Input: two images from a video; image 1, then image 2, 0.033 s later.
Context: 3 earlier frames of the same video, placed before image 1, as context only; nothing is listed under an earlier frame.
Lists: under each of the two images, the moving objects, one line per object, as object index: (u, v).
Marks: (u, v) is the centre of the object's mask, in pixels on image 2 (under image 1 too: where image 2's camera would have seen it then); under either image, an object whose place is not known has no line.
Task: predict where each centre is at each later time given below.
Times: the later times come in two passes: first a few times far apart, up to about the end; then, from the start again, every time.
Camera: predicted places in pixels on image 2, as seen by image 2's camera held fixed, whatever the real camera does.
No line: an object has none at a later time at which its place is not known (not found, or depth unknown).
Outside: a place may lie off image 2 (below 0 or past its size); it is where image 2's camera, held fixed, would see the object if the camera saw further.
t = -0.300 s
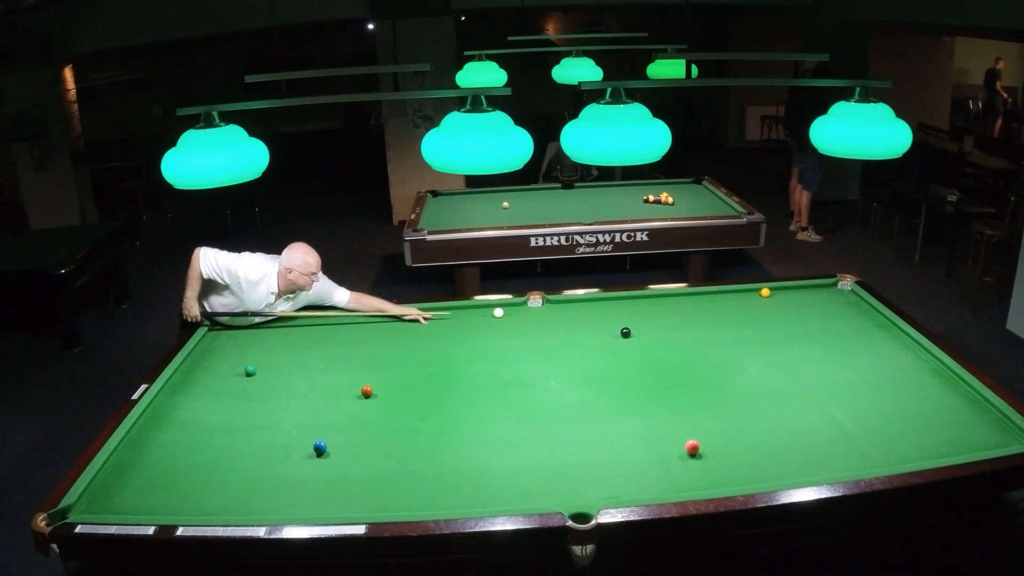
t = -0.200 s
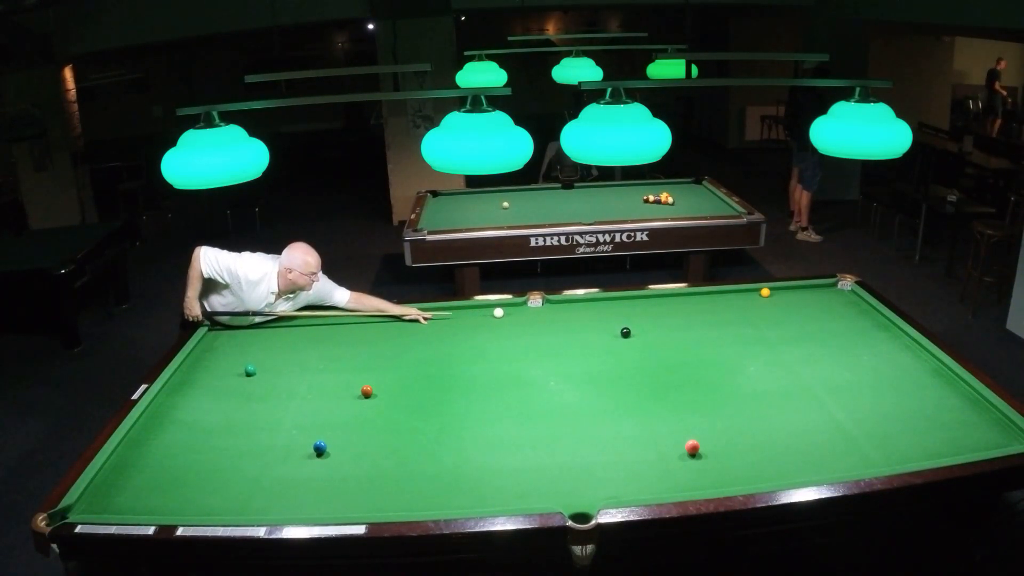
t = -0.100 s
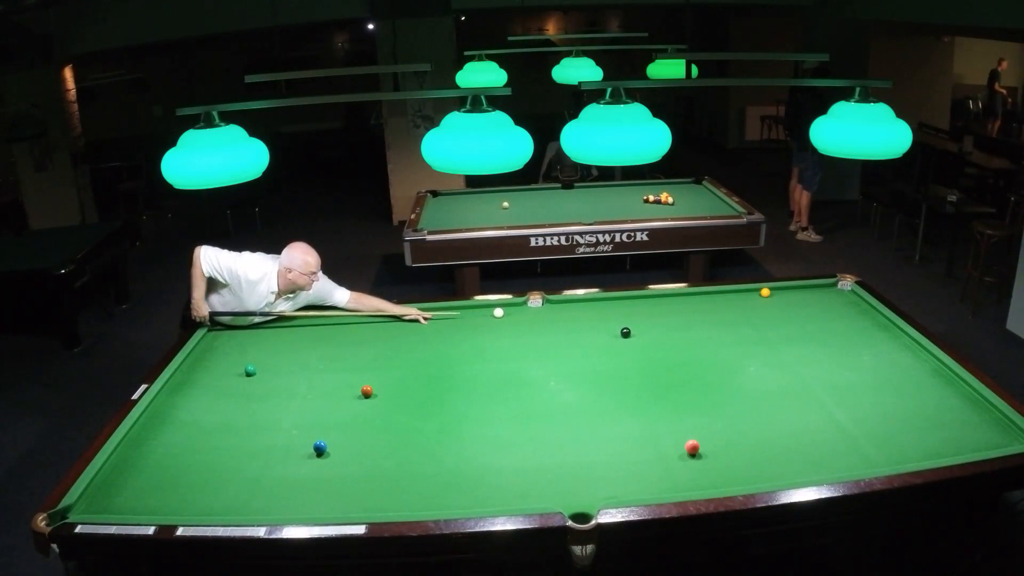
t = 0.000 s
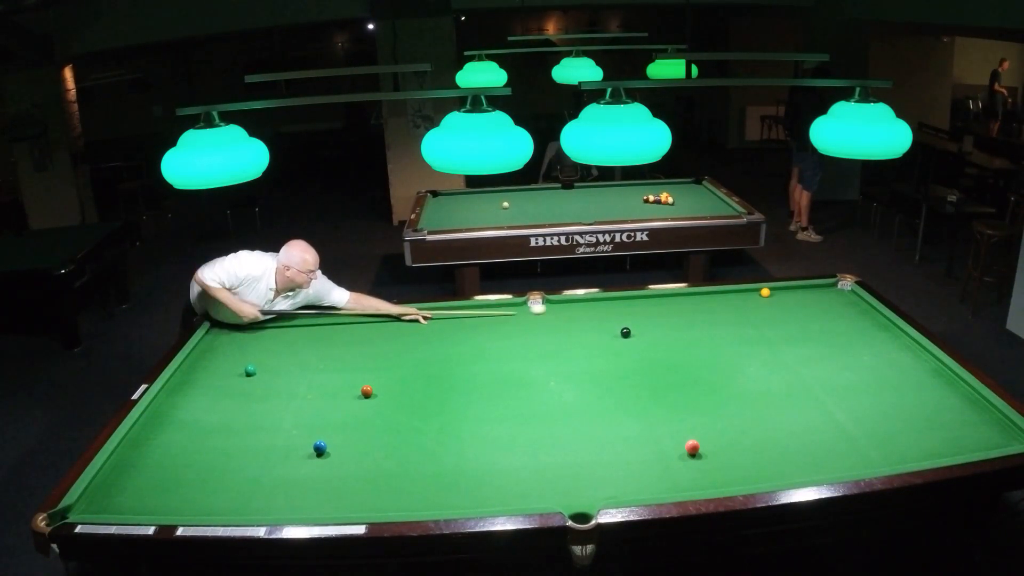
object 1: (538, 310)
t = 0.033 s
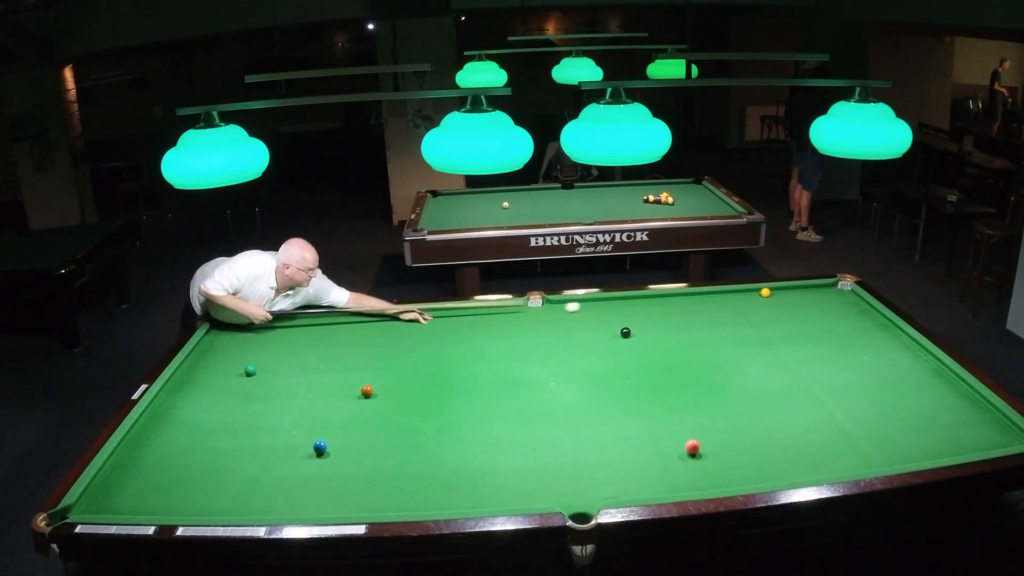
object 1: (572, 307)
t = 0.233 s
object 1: (755, 293)
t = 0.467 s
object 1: (783, 296)
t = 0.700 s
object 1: (822, 297)
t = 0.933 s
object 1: (856, 297)
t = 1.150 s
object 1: (832, 296)
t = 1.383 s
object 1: (807, 295)
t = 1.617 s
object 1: (783, 293)
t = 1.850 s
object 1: (760, 292)
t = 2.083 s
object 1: (739, 291)
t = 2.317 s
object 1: (725, 294)
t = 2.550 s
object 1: (711, 296)
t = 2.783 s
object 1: (698, 298)
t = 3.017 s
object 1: (686, 300)
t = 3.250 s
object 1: (675, 302)
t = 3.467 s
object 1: (665, 303)
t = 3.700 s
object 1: (656, 305)
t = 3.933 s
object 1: (647, 307)
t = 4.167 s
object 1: (639, 308)
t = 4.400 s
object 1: (632, 309)
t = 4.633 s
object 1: (626, 310)
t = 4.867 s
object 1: (620, 311)
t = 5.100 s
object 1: (616, 312)
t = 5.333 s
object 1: (613, 312)
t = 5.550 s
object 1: (611, 313)
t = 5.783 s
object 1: (610, 313)
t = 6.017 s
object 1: (610, 313)
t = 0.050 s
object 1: (589, 305)
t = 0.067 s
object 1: (606, 304)
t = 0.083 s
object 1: (622, 304)
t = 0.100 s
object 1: (638, 302)
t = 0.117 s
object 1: (654, 301)
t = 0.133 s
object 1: (670, 300)
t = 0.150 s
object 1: (685, 299)
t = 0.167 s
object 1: (700, 298)
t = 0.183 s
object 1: (715, 296)
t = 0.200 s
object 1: (729, 295)
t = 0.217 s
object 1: (743, 294)
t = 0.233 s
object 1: (755, 293)
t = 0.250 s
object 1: (758, 294)
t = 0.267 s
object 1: (759, 294)
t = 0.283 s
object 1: (760, 294)
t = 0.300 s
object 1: (761, 295)
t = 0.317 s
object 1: (763, 295)
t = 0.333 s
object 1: (765, 295)
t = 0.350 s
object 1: (766, 295)
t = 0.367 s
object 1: (768, 296)
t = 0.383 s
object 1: (770, 296)
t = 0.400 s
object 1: (773, 296)
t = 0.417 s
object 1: (775, 296)
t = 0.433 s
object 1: (778, 296)
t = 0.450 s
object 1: (780, 296)
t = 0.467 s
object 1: (783, 296)
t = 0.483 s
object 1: (786, 296)
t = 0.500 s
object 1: (789, 296)
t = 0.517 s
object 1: (792, 296)
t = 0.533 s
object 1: (794, 296)
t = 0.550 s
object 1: (797, 296)
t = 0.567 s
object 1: (800, 296)
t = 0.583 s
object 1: (803, 296)
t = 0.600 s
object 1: (806, 296)
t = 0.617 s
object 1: (808, 296)
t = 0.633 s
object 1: (811, 296)
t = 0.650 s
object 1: (814, 297)
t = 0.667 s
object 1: (817, 297)
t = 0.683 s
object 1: (820, 297)
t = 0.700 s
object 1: (822, 297)
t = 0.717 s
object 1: (825, 297)
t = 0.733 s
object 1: (828, 297)
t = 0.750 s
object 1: (831, 297)
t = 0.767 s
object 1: (833, 297)
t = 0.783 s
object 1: (836, 297)
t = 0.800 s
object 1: (838, 297)
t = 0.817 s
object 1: (841, 297)
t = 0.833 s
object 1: (844, 297)
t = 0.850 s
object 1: (847, 297)
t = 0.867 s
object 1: (849, 297)
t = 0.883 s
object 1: (852, 297)
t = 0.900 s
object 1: (854, 297)
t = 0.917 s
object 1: (857, 297)
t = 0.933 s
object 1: (856, 297)
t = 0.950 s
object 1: (854, 297)
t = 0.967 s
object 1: (852, 297)
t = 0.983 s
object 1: (850, 297)
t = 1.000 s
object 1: (848, 297)
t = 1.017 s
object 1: (847, 297)
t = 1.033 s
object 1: (845, 296)
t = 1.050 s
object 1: (843, 296)
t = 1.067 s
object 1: (841, 296)
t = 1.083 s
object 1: (839, 296)
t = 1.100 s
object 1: (837, 296)
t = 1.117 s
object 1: (835, 296)
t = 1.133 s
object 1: (834, 296)
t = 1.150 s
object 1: (832, 296)
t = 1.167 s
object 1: (830, 296)
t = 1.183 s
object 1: (828, 296)
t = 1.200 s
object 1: (826, 296)
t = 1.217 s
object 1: (825, 296)
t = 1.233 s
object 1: (823, 296)
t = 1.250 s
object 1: (821, 295)
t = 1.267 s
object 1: (819, 295)
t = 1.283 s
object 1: (817, 295)
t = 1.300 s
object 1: (816, 295)
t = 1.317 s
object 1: (814, 295)
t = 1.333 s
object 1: (812, 295)
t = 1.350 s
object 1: (810, 295)
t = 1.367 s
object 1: (809, 295)
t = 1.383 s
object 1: (807, 295)
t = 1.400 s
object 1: (805, 295)
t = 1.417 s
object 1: (803, 294)
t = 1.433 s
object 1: (802, 294)
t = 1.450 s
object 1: (800, 294)
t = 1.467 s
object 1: (798, 294)
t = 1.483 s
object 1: (796, 294)
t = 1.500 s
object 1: (795, 294)
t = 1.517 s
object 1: (793, 294)
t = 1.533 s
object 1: (791, 294)
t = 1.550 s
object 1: (789, 294)
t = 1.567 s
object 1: (788, 294)
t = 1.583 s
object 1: (786, 293)
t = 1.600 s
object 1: (785, 293)
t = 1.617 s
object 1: (783, 293)
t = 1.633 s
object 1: (781, 293)
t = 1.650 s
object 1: (779, 293)
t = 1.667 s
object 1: (778, 293)
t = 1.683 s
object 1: (776, 293)
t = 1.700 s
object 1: (775, 293)
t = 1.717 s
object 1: (773, 293)
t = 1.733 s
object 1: (771, 293)
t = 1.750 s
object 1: (769, 293)
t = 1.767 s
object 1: (768, 292)
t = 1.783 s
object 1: (766, 292)
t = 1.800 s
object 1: (765, 292)
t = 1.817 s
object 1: (763, 292)
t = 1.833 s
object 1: (761, 292)
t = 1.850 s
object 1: (760, 292)
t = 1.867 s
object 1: (758, 292)
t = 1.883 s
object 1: (757, 292)
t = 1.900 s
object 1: (755, 292)
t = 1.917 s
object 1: (753, 292)
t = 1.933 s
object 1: (752, 292)
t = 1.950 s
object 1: (750, 291)
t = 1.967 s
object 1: (749, 291)
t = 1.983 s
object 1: (747, 291)
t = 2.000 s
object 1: (746, 291)
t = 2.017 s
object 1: (744, 291)
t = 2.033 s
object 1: (742, 291)
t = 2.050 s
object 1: (741, 291)
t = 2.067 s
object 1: (740, 291)
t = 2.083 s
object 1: (739, 291)
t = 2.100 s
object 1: (738, 291)
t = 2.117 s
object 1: (737, 292)
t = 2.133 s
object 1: (736, 292)
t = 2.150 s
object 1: (735, 292)
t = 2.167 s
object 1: (733, 292)
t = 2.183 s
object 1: (732, 292)
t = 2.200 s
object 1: (732, 292)
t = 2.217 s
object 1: (731, 293)
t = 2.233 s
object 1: (730, 293)
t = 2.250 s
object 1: (729, 293)
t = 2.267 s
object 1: (728, 293)
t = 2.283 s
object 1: (727, 293)
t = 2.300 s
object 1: (726, 293)
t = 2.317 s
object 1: (725, 294)
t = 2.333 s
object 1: (724, 294)
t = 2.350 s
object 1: (723, 294)
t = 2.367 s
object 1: (722, 294)
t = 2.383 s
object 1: (721, 294)
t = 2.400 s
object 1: (720, 294)
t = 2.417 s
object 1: (719, 295)
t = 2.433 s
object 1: (718, 295)
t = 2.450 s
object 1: (717, 295)
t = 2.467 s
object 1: (716, 295)
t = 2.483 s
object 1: (715, 295)
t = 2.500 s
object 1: (714, 296)
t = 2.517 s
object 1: (713, 296)
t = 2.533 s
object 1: (712, 296)
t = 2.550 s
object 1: (711, 296)
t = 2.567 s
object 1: (710, 296)
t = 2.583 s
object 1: (709, 296)
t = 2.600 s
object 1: (708, 296)
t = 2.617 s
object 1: (707, 297)
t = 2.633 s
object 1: (706, 297)
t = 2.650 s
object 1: (706, 297)
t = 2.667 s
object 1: (705, 297)
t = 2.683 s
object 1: (704, 297)
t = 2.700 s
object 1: (703, 297)
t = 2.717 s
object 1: (702, 297)
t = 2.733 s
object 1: (701, 297)
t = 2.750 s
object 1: (700, 297)
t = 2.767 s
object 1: (699, 298)
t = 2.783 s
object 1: (698, 298)
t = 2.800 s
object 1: (697, 298)
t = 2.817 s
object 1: (696, 298)
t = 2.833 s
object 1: (696, 298)
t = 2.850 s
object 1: (695, 299)
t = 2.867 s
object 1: (694, 299)
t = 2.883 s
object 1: (693, 299)
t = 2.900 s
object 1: (692, 299)
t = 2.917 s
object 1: (691, 299)
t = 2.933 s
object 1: (690, 299)
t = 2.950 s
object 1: (690, 299)
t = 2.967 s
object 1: (689, 299)
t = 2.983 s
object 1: (688, 300)
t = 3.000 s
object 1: (687, 300)
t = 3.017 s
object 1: (686, 300)
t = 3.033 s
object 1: (685, 300)
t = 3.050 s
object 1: (684, 300)
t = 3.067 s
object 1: (684, 300)
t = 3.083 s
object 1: (683, 300)
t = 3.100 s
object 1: (682, 301)
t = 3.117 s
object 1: (681, 301)
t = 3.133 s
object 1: (680, 301)
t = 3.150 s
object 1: (680, 301)
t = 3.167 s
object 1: (679, 301)
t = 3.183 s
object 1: (678, 301)
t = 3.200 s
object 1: (677, 301)
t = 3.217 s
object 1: (676, 302)
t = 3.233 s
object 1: (676, 302)
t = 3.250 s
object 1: (675, 302)
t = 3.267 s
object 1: (674, 302)
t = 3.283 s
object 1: (674, 302)
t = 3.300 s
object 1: (673, 302)
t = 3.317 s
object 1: (672, 302)
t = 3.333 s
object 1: (671, 302)
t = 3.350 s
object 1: (670, 303)
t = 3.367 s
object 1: (670, 303)
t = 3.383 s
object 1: (669, 303)
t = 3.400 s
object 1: (668, 303)
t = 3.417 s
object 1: (668, 303)
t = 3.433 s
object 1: (667, 303)
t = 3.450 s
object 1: (666, 303)
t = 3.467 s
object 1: (665, 303)
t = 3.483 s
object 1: (665, 304)
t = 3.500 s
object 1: (664, 304)
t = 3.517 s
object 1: (663, 304)
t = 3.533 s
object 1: (662, 304)
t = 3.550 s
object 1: (662, 304)
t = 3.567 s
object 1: (661, 304)
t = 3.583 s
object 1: (660, 304)
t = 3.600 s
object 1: (660, 304)
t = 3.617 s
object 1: (659, 304)
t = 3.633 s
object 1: (658, 305)
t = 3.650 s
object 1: (658, 305)
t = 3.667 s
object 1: (657, 305)
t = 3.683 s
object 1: (656, 305)
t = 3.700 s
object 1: (656, 305)
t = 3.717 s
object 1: (655, 305)
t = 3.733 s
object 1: (654, 305)
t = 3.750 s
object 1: (654, 305)
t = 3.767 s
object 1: (653, 305)
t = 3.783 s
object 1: (652, 306)
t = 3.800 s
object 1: (652, 306)
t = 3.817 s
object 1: (651, 306)
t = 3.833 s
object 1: (650, 306)
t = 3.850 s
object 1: (650, 306)
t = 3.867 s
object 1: (649, 306)
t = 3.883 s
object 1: (648, 306)
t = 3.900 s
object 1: (648, 306)
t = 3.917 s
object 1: (647, 306)
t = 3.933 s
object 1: (647, 307)
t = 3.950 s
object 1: (646, 307)
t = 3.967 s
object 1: (646, 307)
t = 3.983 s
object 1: (645, 307)
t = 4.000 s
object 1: (644, 307)
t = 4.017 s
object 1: (644, 307)
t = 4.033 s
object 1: (643, 307)
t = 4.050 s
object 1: (642, 307)
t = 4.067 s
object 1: (642, 307)
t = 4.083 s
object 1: (641, 307)
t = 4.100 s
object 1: (641, 307)
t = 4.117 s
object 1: (640, 308)
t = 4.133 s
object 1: (640, 308)
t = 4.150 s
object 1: (639, 308)
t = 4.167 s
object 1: (639, 308)
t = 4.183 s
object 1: (638, 308)
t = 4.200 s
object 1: (637, 308)
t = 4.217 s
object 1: (637, 308)
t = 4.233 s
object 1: (637, 308)
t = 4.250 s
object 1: (636, 308)
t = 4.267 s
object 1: (636, 308)
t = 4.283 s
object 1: (635, 309)
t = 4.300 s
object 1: (634, 309)
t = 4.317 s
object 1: (634, 309)
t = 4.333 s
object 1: (634, 309)
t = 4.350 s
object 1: (633, 309)
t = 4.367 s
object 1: (633, 309)
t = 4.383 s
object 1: (632, 309)
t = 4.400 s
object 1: (632, 309)
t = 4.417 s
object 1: (631, 309)
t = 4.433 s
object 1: (631, 309)
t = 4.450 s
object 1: (630, 309)
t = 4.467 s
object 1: (630, 310)
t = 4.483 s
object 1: (629, 310)
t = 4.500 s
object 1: (629, 310)
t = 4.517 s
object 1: (628, 310)
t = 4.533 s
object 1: (628, 310)
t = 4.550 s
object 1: (628, 310)
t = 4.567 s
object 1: (627, 310)
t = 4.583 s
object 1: (627, 310)
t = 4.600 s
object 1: (626, 310)
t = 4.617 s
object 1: (626, 310)
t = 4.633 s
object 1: (626, 310)
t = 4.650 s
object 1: (625, 310)
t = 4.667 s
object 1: (625, 310)
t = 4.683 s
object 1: (624, 310)
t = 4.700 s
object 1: (624, 310)
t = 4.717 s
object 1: (624, 310)
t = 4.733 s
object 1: (623, 310)
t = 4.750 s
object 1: (623, 311)
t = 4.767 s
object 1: (623, 311)
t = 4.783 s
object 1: (622, 311)
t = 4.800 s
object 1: (622, 311)
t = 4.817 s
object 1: (621, 311)
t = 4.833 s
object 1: (621, 311)
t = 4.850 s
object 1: (621, 311)
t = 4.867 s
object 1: (620, 311)
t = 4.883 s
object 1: (620, 311)
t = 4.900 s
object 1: (620, 311)
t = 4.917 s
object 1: (619, 311)
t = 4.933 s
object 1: (619, 311)
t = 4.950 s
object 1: (619, 311)
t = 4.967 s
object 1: (619, 311)
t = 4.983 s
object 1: (618, 311)
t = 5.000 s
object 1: (618, 311)
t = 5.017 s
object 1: (618, 311)
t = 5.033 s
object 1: (617, 312)
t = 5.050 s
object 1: (617, 312)
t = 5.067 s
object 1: (617, 312)
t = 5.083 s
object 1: (617, 312)
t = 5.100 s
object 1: (616, 312)
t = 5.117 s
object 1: (616, 312)
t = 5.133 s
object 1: (616, 312)
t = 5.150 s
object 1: (616, 312)
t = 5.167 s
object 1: (615, 312)
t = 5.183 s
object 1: (615, 312)
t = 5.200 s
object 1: (615, 312)
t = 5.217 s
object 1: (615, 312)
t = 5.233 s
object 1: (614, 312)
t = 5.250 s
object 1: (614, 312)
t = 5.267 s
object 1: (614, 312)
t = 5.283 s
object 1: (614, 312)
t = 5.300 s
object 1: (614, 312)
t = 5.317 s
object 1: (614, 312)
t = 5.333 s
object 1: (613, 312)
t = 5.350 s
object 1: (613, 312)
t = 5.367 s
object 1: (613, 312)
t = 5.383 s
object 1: (613, 313)
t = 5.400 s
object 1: (613, 313)
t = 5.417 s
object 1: (613, 312)
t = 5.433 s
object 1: (612, 313)
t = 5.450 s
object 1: (612, 313)
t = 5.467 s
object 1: (612, 313)
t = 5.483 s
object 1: (612, 313)
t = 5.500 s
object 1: (612, 313)
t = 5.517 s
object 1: (612, 313)
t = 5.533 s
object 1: (612, 313)
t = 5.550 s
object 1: (611, 313)
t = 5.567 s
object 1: (611, 313)
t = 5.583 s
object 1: (611, 313)
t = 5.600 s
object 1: (611, 313)
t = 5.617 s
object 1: (611, 313)
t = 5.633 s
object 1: (611, 313)
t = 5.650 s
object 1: (611, 313)
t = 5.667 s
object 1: (611, 313)
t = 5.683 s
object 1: (611, 313)
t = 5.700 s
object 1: (611, 313)
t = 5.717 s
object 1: (611, 313)
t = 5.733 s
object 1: (610, 313)
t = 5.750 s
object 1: (610, 313)
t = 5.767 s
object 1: (610, 313)
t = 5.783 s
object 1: (610, 313)
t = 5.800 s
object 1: (610, 313)
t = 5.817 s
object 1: (610, 313)
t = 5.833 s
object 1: (610, 313)
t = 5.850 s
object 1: (610, 313)
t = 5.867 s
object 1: (610, 313)
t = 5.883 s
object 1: (610, 313)
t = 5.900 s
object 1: (610, 313)
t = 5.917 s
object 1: (610, 313)
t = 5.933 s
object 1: (610, 313)
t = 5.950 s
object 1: (610, 313)
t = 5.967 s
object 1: (610, 313)
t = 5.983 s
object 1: (610, 313)
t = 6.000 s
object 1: (610, 313)
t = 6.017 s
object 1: (610, 313)
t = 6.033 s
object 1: (610, 313)
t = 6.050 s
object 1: (610, 313)
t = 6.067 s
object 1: (610, 313)
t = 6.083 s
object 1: (610, 313)
